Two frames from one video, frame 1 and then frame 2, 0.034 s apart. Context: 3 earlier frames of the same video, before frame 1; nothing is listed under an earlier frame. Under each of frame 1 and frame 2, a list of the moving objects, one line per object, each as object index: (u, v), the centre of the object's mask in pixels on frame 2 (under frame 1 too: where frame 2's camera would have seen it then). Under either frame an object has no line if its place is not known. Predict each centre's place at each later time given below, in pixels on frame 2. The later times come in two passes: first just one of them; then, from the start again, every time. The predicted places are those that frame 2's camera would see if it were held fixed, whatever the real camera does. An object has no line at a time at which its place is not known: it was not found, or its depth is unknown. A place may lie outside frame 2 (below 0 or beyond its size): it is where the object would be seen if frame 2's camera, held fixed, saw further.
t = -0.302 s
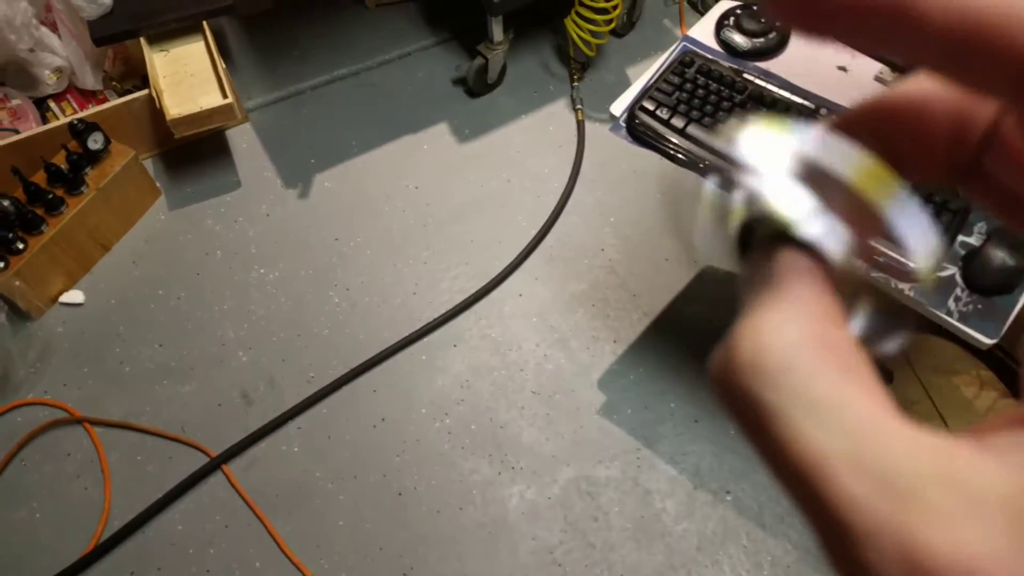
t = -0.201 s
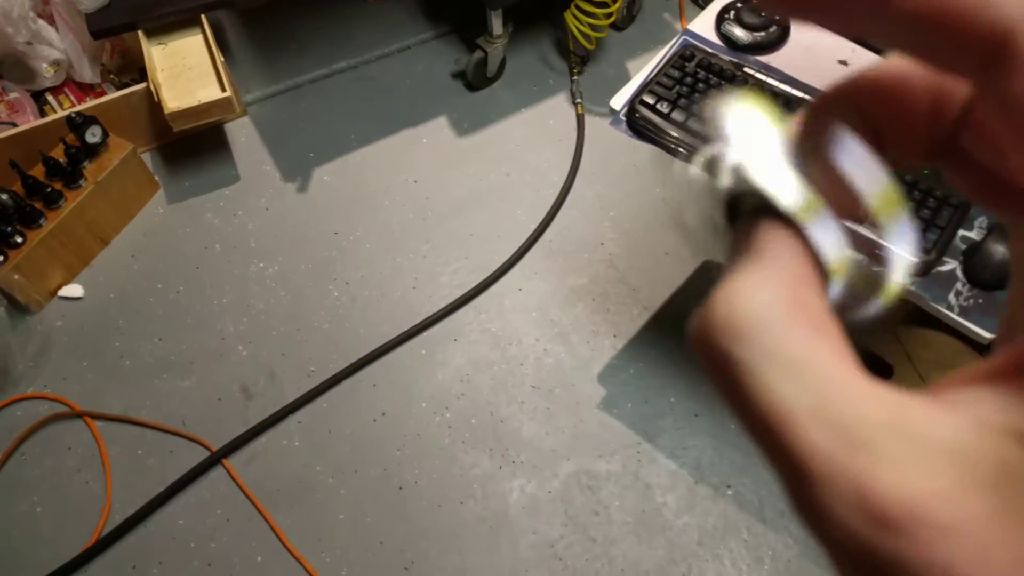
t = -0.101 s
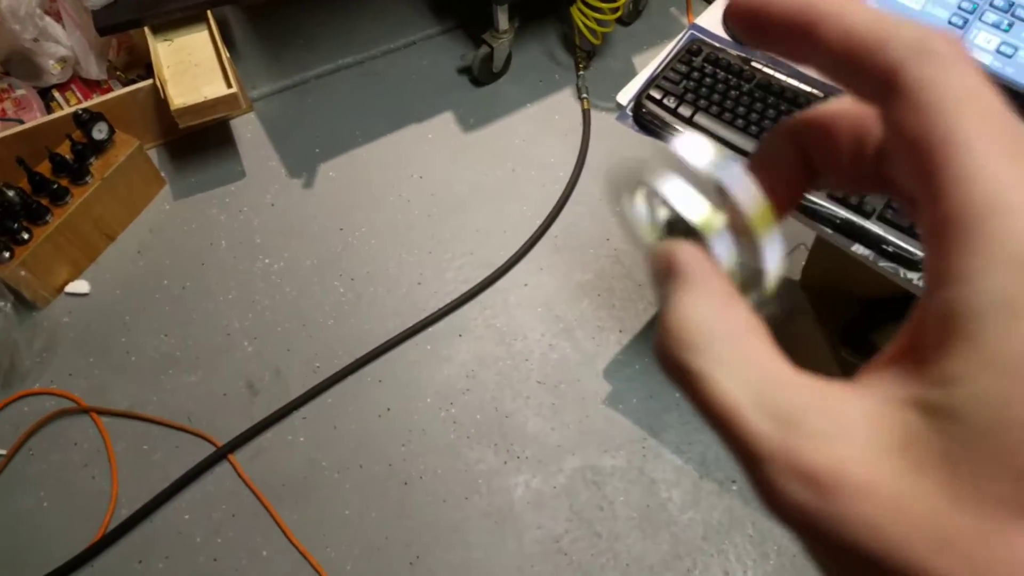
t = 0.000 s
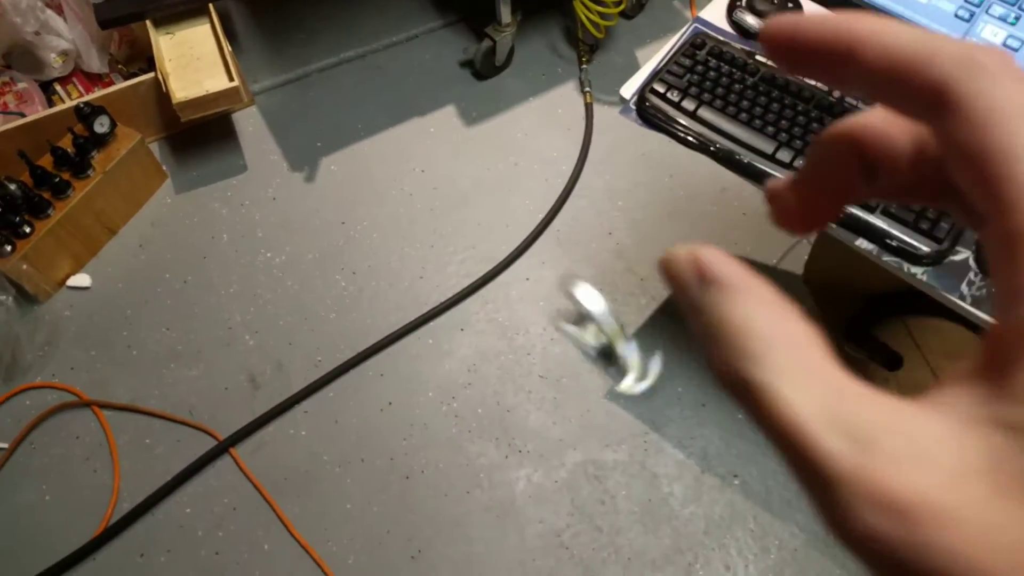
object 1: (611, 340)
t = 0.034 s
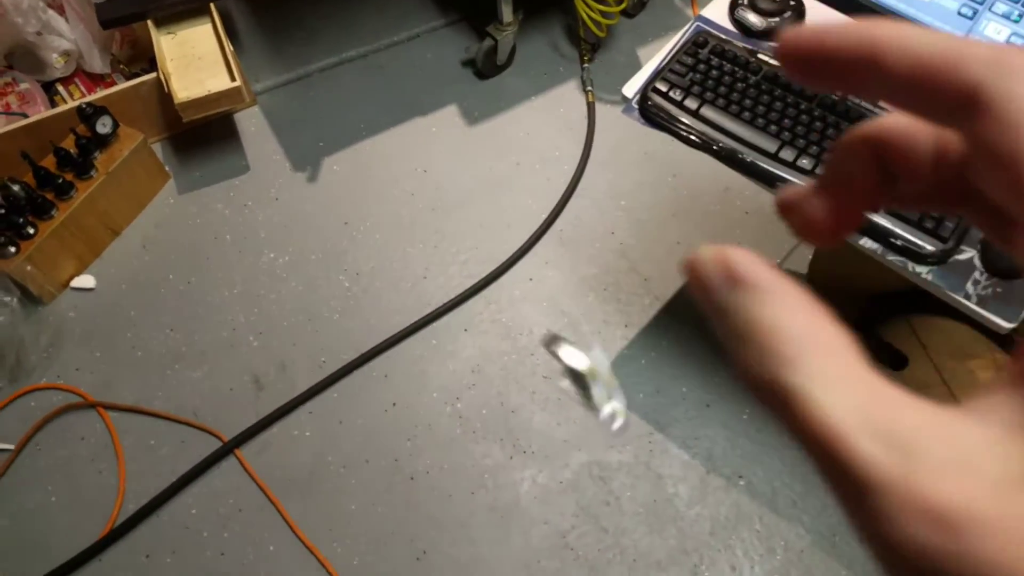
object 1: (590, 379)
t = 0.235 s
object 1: (529, 523)
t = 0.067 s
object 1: (571, 412)
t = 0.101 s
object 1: (558, 442)
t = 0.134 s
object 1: (547, 467)
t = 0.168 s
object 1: (540, 489)
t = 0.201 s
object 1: (534, 507)
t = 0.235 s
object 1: (529, 523)
